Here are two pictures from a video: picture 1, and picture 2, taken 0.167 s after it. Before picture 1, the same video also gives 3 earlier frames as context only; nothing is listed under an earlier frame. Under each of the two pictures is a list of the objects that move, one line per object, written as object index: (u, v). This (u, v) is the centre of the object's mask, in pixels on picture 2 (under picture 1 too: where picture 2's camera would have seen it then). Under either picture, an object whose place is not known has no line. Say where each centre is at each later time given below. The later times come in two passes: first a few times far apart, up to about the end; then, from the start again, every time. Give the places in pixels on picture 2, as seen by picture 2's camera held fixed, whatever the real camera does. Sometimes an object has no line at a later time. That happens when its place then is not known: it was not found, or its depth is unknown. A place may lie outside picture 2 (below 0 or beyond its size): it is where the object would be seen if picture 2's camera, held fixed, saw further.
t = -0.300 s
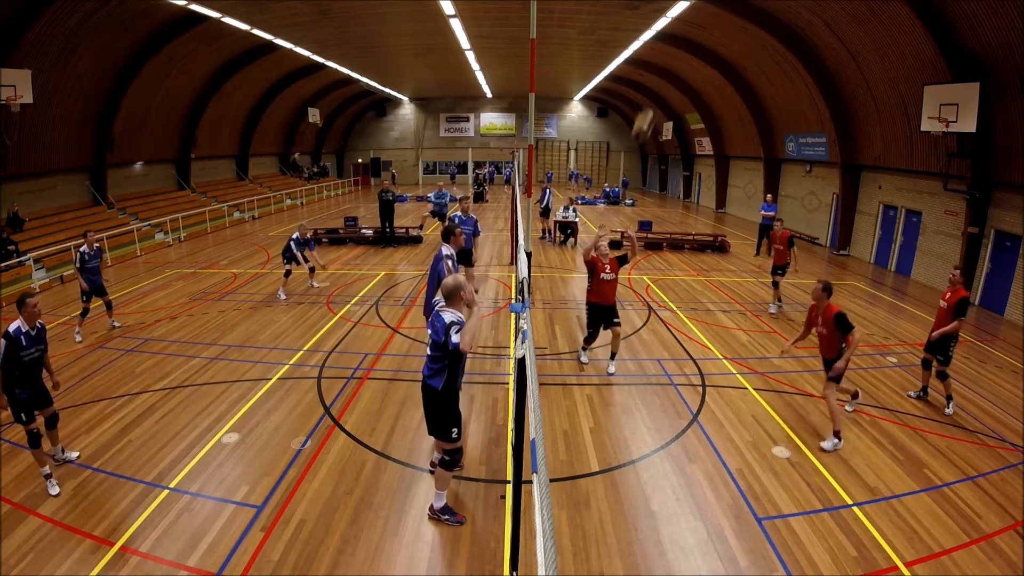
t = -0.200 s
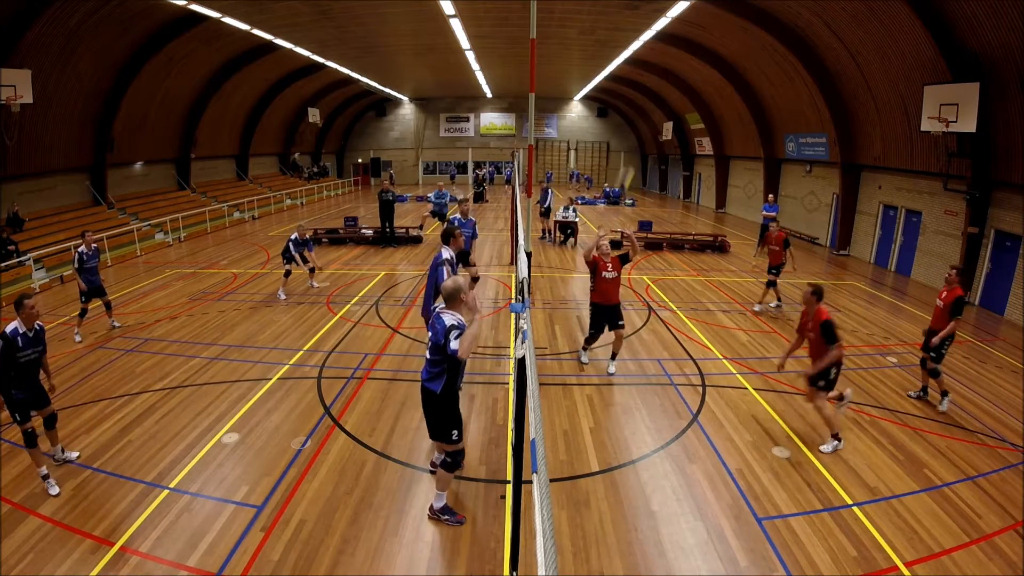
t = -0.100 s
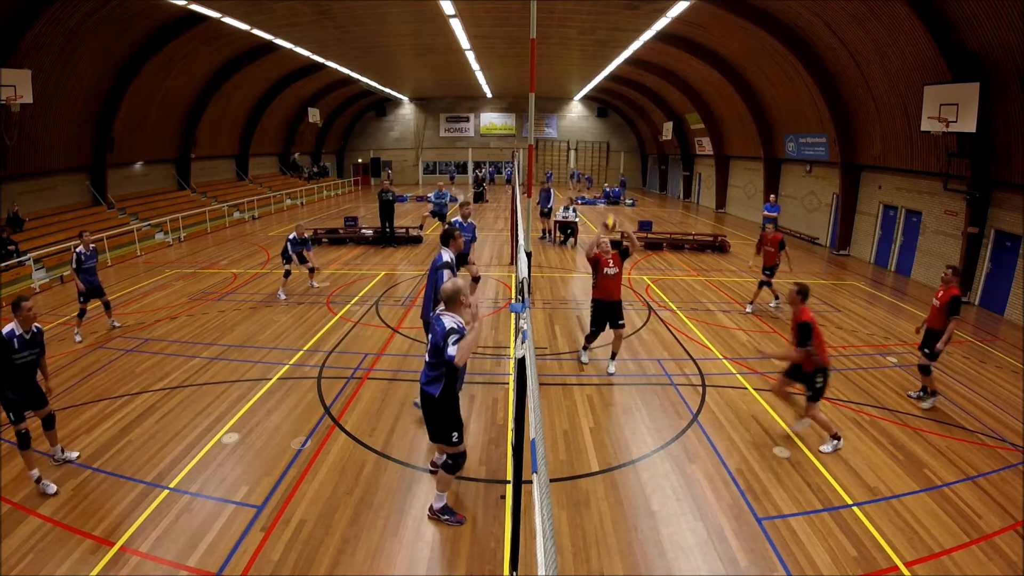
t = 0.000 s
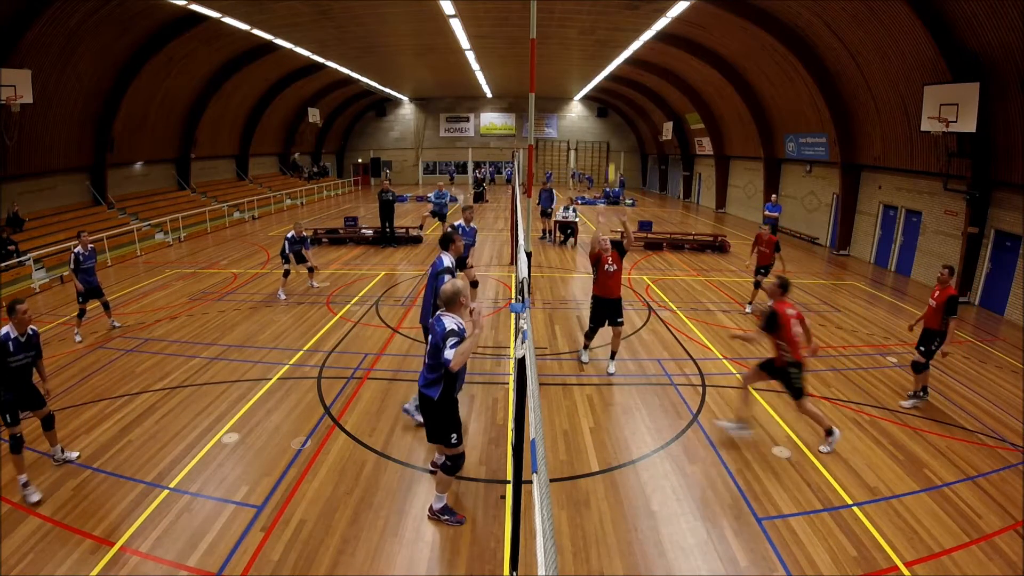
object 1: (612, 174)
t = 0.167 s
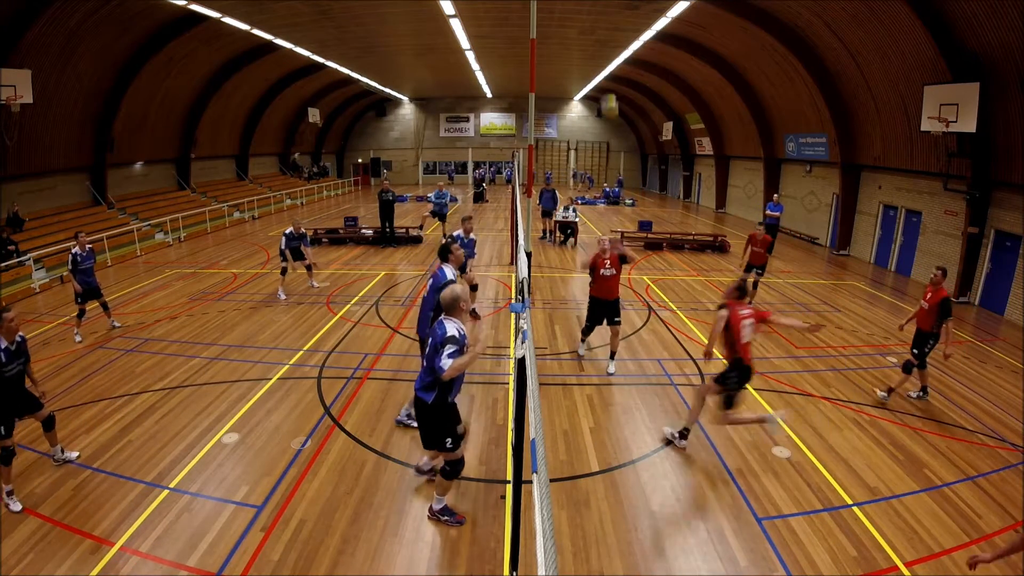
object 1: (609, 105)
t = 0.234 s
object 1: (609, 84)
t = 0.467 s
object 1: (603, 30)
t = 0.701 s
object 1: (596, 24)
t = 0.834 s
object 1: (591, 43)
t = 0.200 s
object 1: (608, 93)
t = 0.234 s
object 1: (609, 84)
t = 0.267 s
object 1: (607, 74)
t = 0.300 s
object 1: (606, 61)
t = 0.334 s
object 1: (606, 51)
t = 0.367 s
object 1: (606, 44)
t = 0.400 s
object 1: (605, 38)
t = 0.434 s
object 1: (604, 32)
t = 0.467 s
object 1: (603, 30)
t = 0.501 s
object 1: (602, 27)
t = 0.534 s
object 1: (600, 24)
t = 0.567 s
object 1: (599, 22)
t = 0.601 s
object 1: (598, 22)
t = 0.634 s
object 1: (597, 21)
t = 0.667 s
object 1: (597, 22)
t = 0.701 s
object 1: (596, 24)
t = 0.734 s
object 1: (594, 27)
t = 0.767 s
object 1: (593, 31)
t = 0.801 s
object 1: (592, 36)
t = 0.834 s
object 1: (591, 43)
